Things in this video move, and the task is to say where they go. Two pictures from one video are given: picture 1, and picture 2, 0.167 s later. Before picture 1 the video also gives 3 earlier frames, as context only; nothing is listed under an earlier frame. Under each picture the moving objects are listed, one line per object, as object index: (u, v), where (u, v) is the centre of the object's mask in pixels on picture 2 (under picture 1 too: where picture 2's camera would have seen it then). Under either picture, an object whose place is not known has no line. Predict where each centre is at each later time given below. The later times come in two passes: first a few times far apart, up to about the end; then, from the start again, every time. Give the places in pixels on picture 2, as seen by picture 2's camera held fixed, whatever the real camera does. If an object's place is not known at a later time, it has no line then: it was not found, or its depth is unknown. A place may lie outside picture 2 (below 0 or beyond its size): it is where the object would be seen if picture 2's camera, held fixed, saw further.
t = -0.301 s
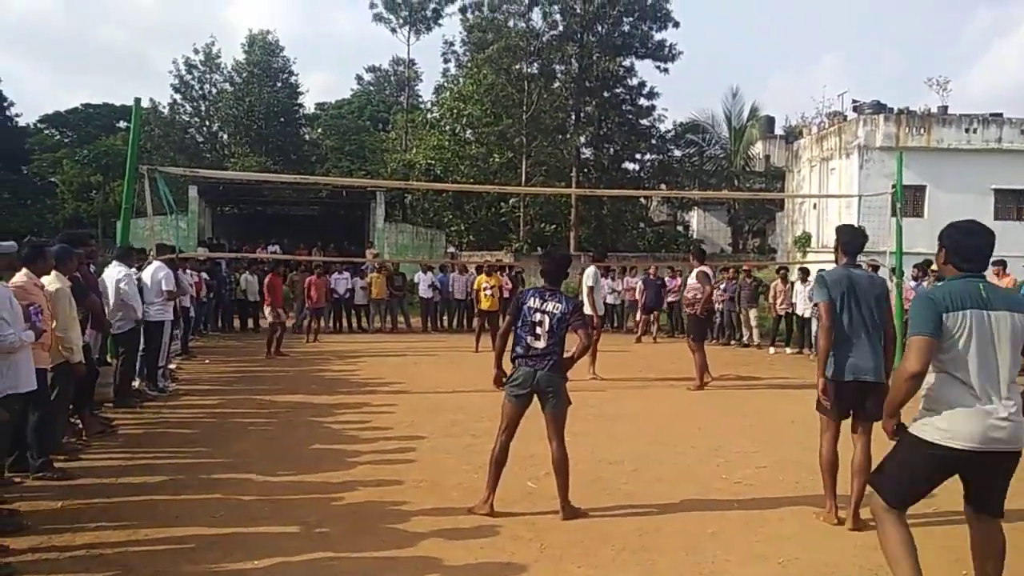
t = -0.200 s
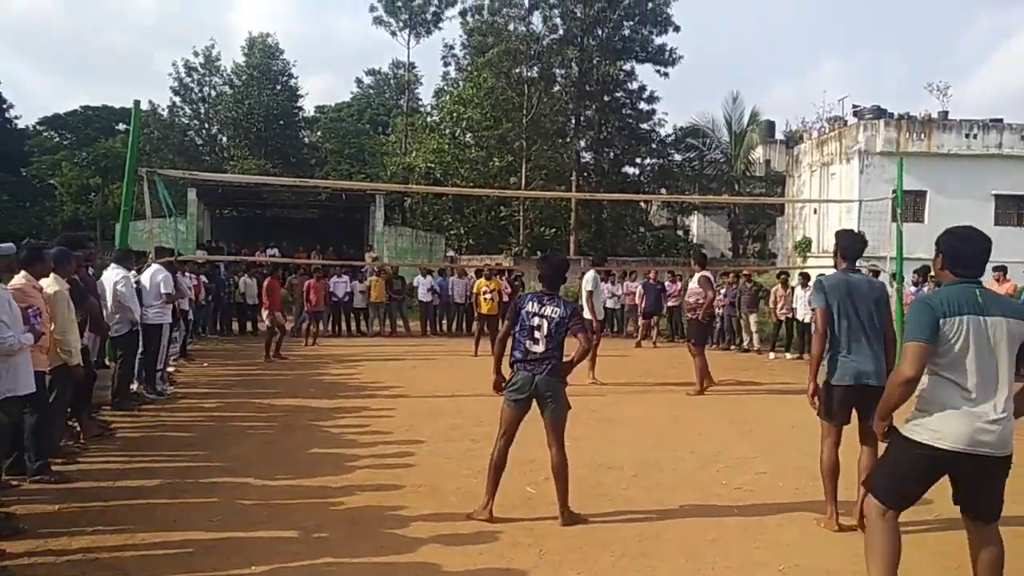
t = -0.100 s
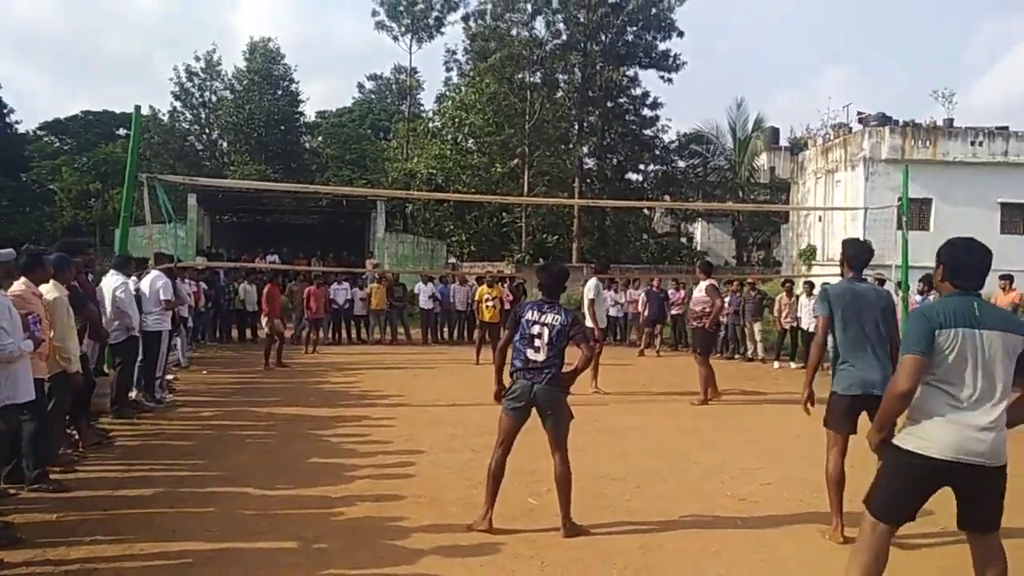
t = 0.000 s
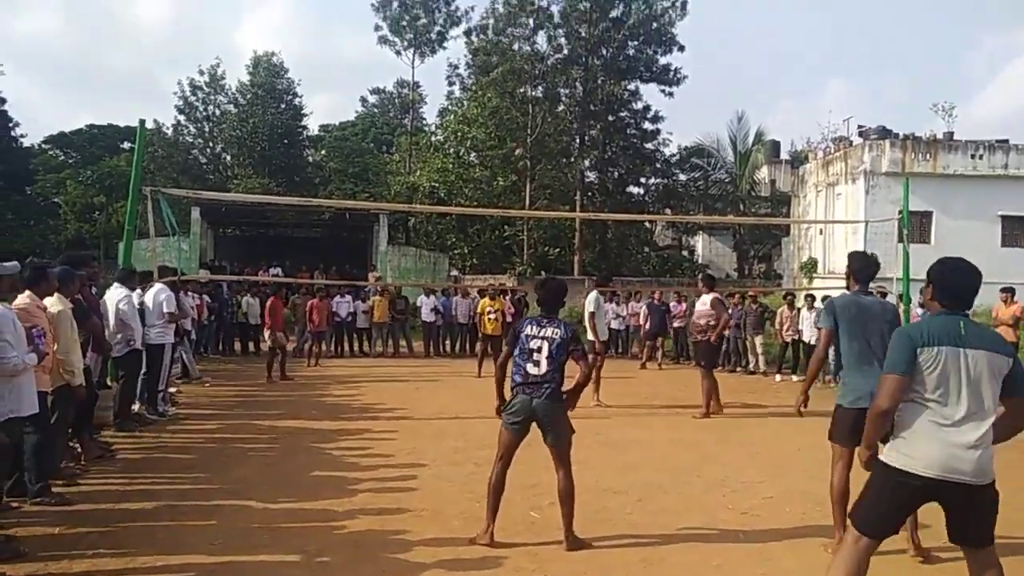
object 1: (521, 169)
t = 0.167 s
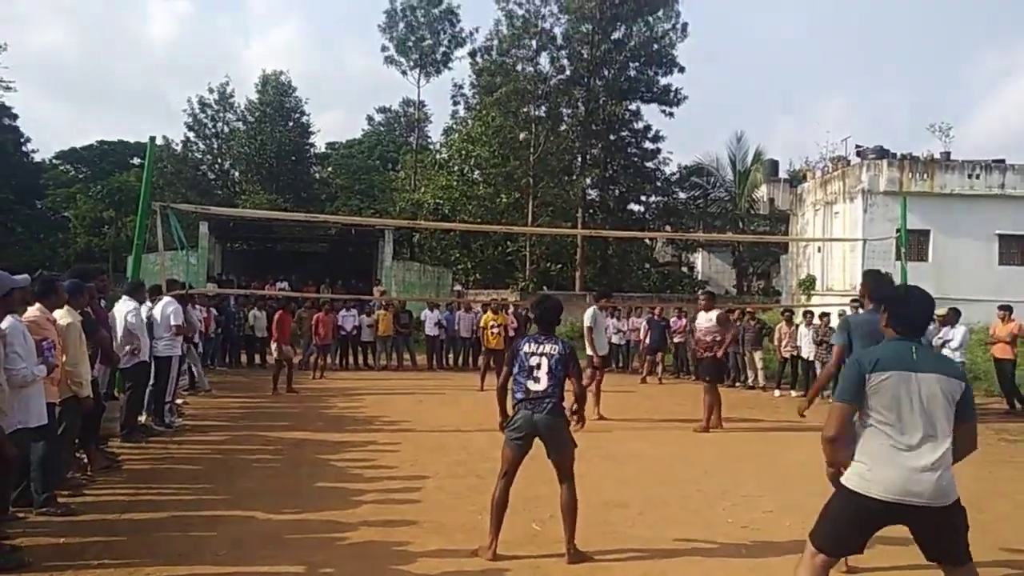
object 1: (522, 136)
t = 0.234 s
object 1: (524, 124)
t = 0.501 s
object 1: (524, 102)
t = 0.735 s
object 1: (515, 112)
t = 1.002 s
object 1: (498, 210)
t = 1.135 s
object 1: (482, 316)
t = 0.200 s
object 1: (523, 130)
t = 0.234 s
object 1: (524, 124)
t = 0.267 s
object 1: (524, 120)
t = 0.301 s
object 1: (524, 116)
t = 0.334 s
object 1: (525, 112)
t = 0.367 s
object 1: (525, 109)
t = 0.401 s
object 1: (524, 107)
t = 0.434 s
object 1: (524, 104)
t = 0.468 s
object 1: (525, 102)
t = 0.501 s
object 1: (524, 102)
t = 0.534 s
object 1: (524, 101)
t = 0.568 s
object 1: (523, 100)
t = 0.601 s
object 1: (521, 101)
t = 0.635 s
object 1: (519, 101)
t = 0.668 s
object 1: (518, 104)
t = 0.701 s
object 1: (517, 109)
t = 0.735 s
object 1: (515, 112)
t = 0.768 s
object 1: (515, 120)
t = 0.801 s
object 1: (512, 128)
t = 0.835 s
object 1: (510, 137)
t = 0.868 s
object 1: (508, 148)
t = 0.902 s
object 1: (506, 161)
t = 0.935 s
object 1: (504, 175)
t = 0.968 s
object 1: (501, 192)
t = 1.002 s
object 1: (498, 210)
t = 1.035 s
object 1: (494, 231)
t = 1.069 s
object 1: (490, 256)
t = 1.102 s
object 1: (486, 284)
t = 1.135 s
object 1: (482, 316)
